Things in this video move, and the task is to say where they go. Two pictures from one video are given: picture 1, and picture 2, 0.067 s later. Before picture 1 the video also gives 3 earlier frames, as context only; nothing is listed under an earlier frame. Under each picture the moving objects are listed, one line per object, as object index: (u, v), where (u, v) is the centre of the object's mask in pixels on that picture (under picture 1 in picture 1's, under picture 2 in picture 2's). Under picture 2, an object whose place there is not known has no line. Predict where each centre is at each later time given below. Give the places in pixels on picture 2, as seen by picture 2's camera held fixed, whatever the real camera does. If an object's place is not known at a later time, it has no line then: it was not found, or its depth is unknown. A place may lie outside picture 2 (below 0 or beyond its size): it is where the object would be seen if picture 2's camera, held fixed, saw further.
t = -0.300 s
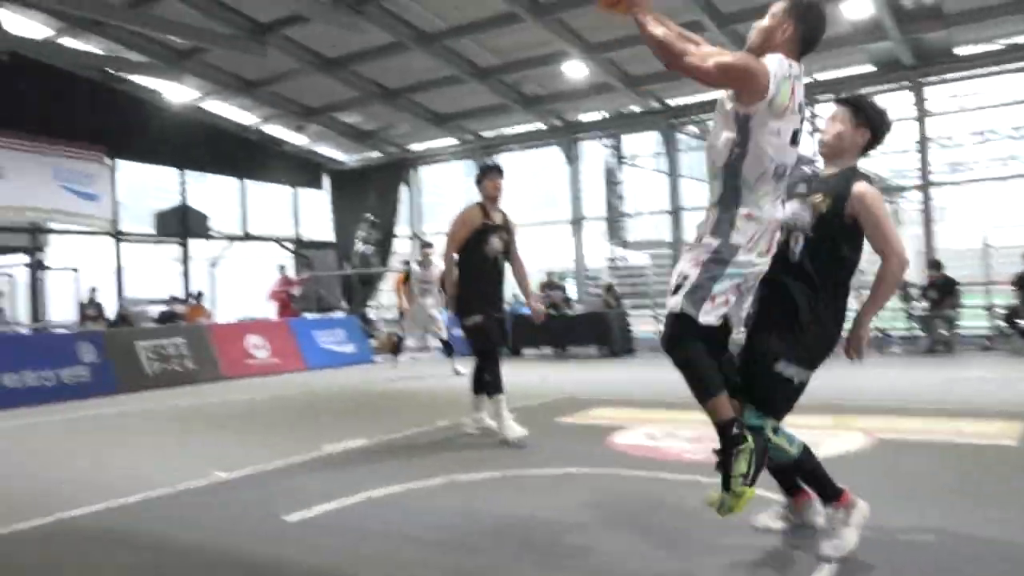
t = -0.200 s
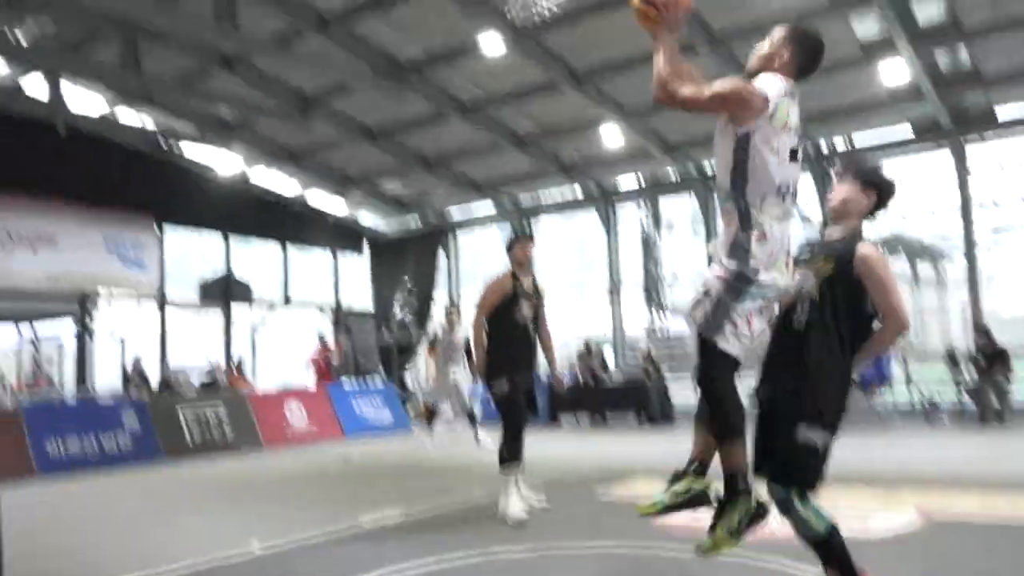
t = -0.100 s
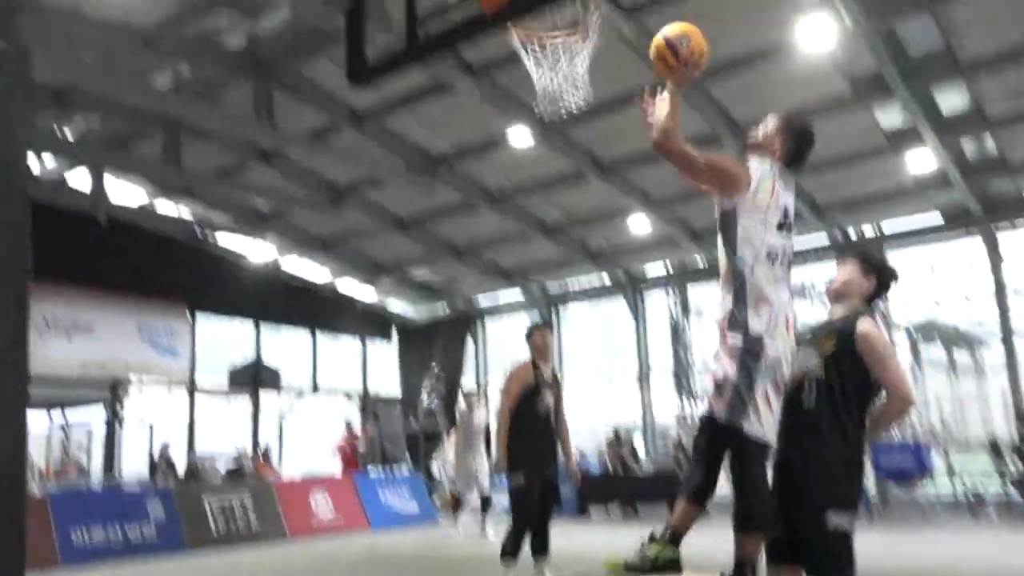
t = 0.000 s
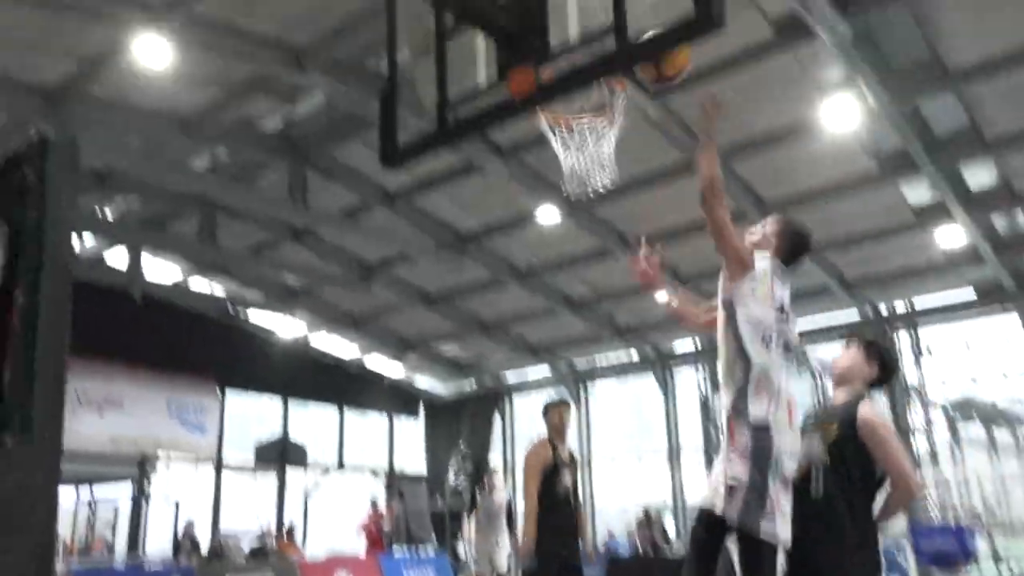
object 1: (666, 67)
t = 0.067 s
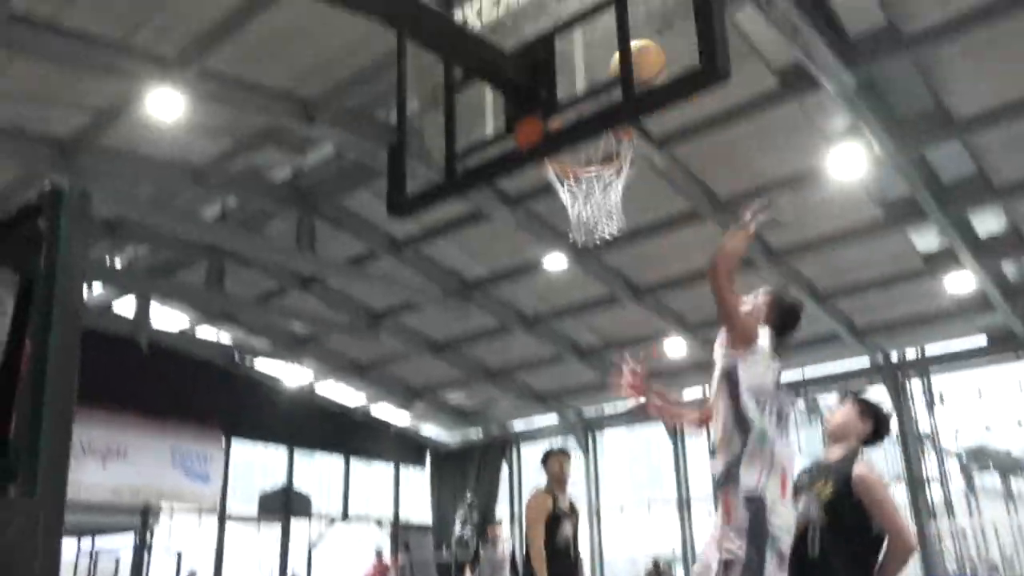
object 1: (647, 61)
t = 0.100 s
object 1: (630, 50)
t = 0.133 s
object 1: (614, 45)
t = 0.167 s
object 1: (609, 47)
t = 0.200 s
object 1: (603, 51)
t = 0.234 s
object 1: (594, 58)
